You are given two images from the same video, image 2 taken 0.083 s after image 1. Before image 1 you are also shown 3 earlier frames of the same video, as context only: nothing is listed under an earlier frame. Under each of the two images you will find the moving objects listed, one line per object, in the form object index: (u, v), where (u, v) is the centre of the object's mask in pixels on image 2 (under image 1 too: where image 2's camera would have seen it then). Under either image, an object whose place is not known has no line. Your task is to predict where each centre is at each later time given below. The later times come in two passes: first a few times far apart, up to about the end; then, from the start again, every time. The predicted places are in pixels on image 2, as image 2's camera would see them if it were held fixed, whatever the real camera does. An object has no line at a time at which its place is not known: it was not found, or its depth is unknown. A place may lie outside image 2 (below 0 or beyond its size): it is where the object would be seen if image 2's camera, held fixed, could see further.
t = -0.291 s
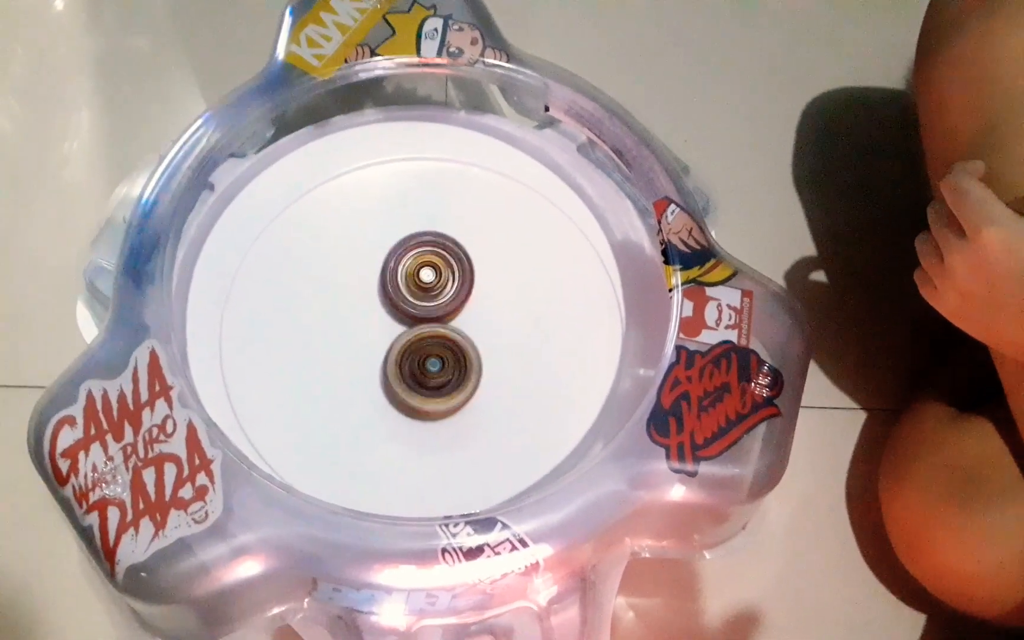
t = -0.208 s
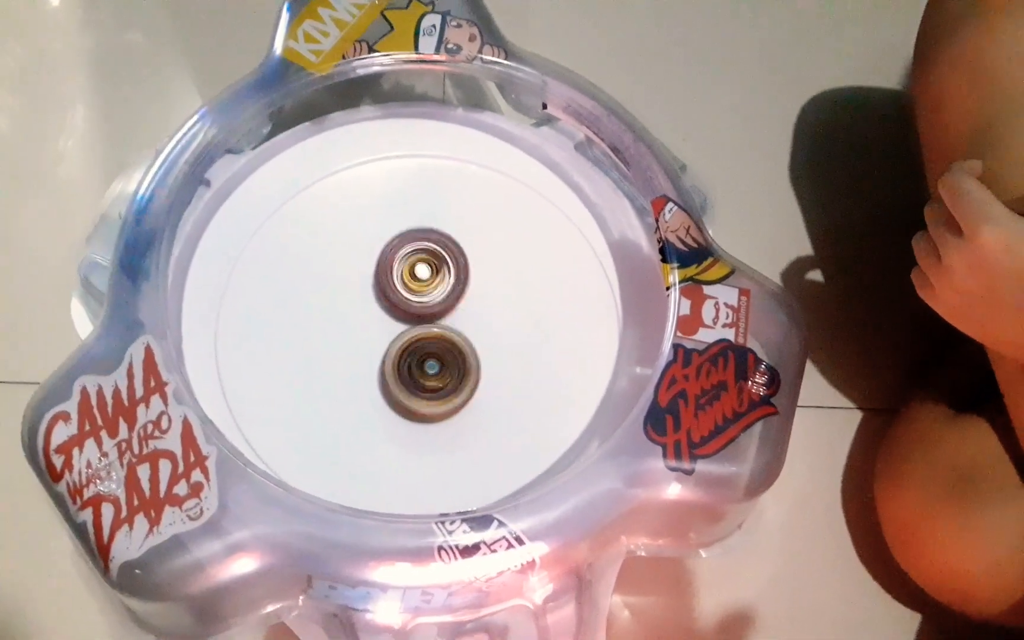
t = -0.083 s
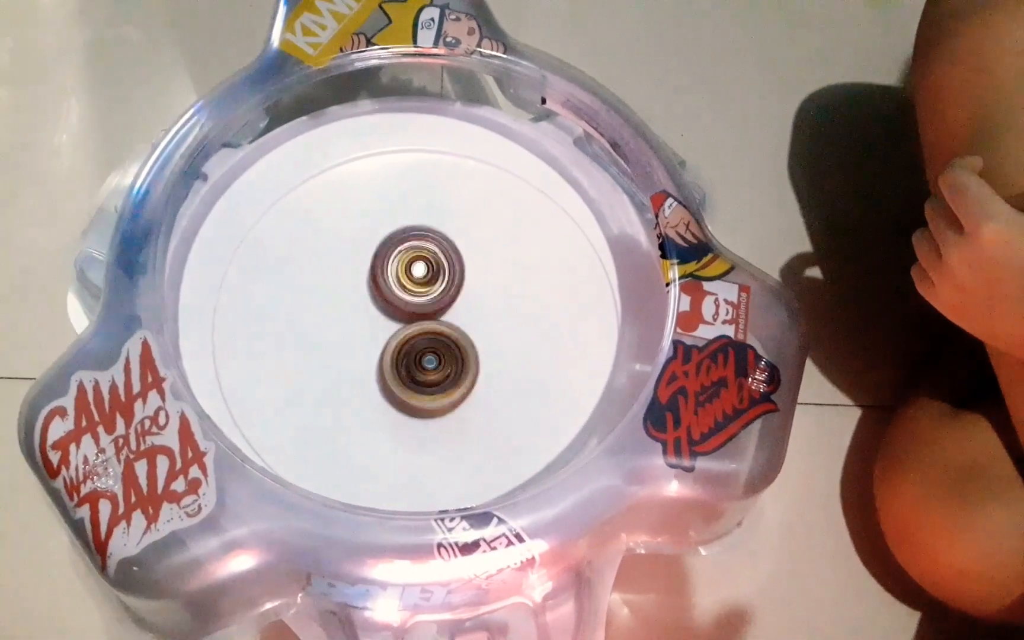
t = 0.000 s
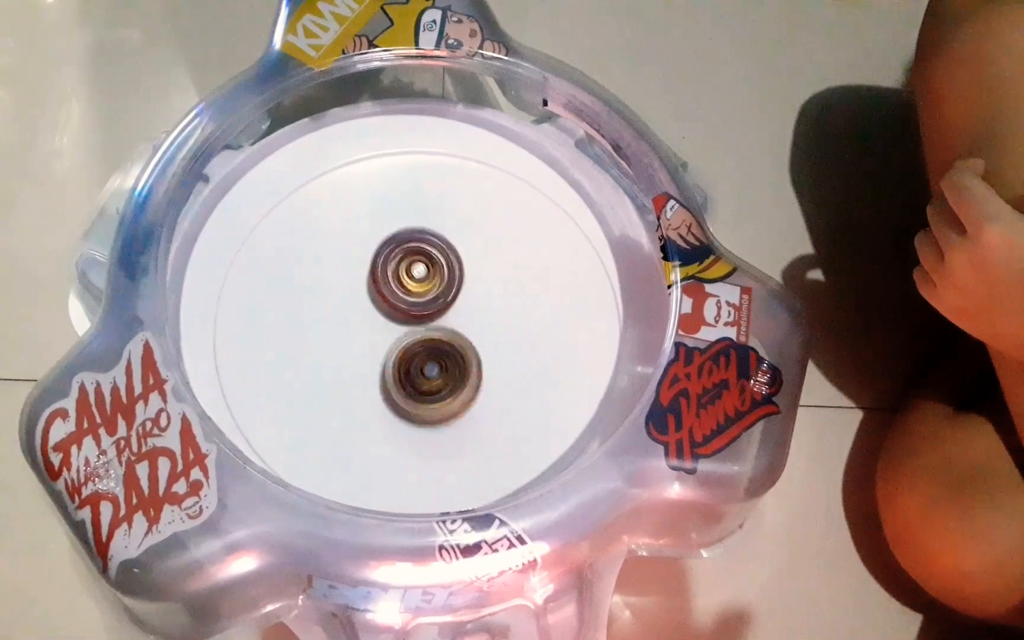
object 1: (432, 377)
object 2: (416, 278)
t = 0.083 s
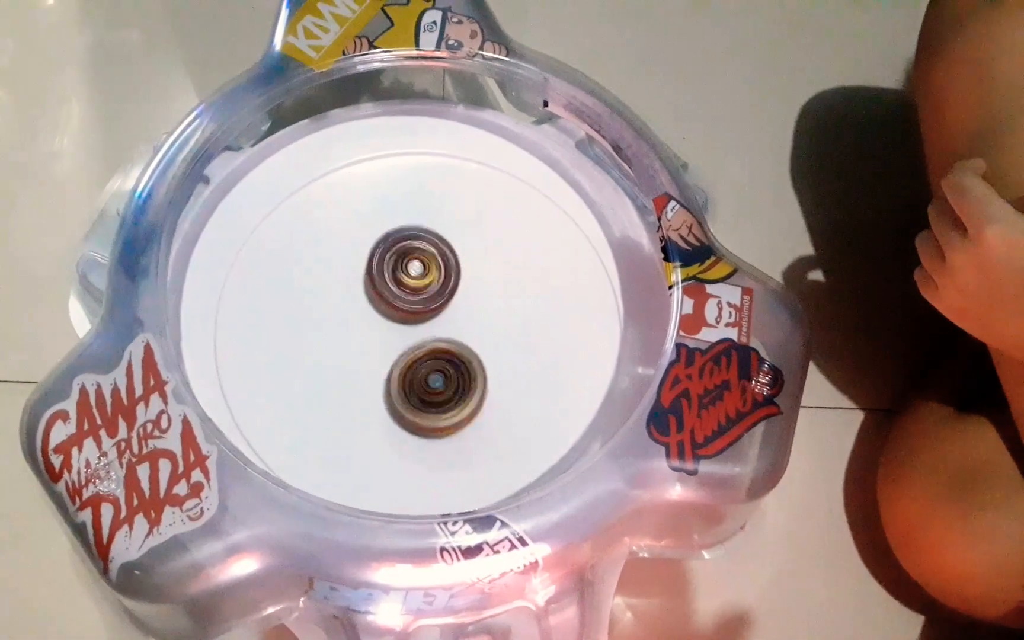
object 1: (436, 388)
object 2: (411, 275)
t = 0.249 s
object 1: (435, 380)
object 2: (415, 290)
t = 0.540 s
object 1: (433, 373)
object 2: (421, 280)
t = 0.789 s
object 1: (430, 368)
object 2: (419, 274)
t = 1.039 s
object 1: (429, 387)
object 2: (407, 257)
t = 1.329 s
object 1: (450, 390)
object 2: (386, 261)
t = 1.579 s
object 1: (446, 367)
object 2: (411, 283)
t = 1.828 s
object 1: (444, 368)
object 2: (422, 276)
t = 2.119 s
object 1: (425, 362)
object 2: (416, 271)
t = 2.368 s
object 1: (415, 368)
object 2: (420, 276)
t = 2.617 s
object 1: (410, 369)
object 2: (433, 280)
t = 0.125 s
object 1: (436, 389)
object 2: (411, 278)
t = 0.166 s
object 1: (436, 388)
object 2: (412, 282)
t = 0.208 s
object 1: (435, 384)
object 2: (413, 286)
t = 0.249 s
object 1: (435, 380)
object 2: (415, 290)
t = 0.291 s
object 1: (436, 379)
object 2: (415, 290)
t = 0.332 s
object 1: (437, 382)
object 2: (415, 287)
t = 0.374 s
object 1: (437, 381)
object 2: (416, 285)
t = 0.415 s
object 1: (436, 378)
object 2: (416, 285)
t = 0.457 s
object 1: (435, 375)
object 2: (418, 286)
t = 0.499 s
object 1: (435, 375)
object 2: (420, 283)
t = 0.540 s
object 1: (433, 373)
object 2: (421, 280)
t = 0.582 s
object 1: (432, 373)
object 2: (421, 278)
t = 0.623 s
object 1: (431, 371)
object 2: (421, 276)
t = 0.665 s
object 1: (430, 369)
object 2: (420, 275)
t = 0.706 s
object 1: (430, 367)
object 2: (420, 274)
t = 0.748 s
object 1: (429, 366)
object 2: (419, 274)
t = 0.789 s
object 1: (430, 368)
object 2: (419, 274)
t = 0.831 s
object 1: (429, 381)
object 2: (417, 261)
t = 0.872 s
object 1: (429, 392)
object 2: (415, 252)
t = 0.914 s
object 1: (428, 395)
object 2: (412, 249)
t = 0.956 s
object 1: (429, 396)
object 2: (411, 250)
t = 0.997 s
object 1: (429, 391)
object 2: (409, 253)
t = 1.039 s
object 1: (429, 387)
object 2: (407, 257)
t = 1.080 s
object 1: (430, 381)
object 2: (405, 263)
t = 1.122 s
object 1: (430, 375)
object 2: (404, 269)
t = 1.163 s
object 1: (430, 368)
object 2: (404, 277)
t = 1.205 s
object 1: (434, 370)
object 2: (401, 278)
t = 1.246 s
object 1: (442, 381)
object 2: (393, 269)
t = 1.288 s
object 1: (447, 387)
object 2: (388, 263)
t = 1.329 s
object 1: (450, 390)
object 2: (386, 261)
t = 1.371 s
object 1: (450, 389)
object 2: (386, 263)
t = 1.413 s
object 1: (451, 387)
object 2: (389, 267)
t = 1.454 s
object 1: (450, 383)
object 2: (393, 271)
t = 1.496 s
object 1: (449, 378)
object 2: (399, 275)
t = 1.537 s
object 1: (448, 372)
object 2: (405, 279)
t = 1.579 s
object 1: (446, 367)
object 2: (411, 283)
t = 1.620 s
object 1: (446, 368)
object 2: (414, 281)
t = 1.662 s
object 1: (446, 371)
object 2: (416, 278)
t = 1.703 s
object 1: (446, 372)
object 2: (418, 276)
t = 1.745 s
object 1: (445, 370)
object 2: (419, 277)
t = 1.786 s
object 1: (444, 368)
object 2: (421, 278)
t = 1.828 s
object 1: (444, 368)
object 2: (422, 276)
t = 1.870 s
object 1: (445, 375)
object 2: (421, 270)
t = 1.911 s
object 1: (443, 377)
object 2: (419, 267)
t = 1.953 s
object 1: (441, 376)
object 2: (418, 267)
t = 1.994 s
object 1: (439, 373)
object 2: (417, 269)
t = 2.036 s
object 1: (435, 369)
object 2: (416, 270)
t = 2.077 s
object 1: (430, 363)
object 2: (415, 272)
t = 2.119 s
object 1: (425, 362)
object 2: (416, 271)
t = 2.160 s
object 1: (421, 365)
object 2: (415, 268)
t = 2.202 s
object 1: (417, 367)
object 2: (414, 267)
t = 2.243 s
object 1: (415, 365)
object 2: (413, 269)
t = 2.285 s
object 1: (415, 363)
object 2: (415, 273)
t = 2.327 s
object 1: (415, 366)
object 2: (417, 275)
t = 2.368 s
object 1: (415, 368)
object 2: (420, 276)
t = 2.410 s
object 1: (415, 369)
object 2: (424, 279)
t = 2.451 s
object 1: (412, 374)
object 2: (427, 278)
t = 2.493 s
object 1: (411, 375)
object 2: (430, 277)
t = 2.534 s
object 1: (410, 373)
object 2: (431, 278)
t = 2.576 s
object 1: (411, 370)
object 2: (433, 280)
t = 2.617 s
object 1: (410, 369)
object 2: (433, 280)
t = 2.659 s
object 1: (409, 369)
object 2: (432, 278)
